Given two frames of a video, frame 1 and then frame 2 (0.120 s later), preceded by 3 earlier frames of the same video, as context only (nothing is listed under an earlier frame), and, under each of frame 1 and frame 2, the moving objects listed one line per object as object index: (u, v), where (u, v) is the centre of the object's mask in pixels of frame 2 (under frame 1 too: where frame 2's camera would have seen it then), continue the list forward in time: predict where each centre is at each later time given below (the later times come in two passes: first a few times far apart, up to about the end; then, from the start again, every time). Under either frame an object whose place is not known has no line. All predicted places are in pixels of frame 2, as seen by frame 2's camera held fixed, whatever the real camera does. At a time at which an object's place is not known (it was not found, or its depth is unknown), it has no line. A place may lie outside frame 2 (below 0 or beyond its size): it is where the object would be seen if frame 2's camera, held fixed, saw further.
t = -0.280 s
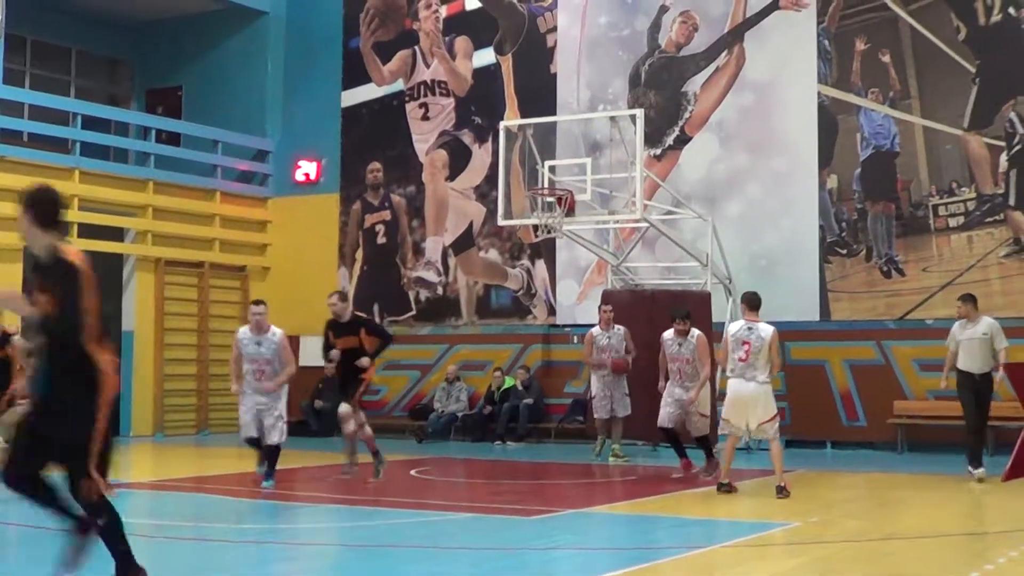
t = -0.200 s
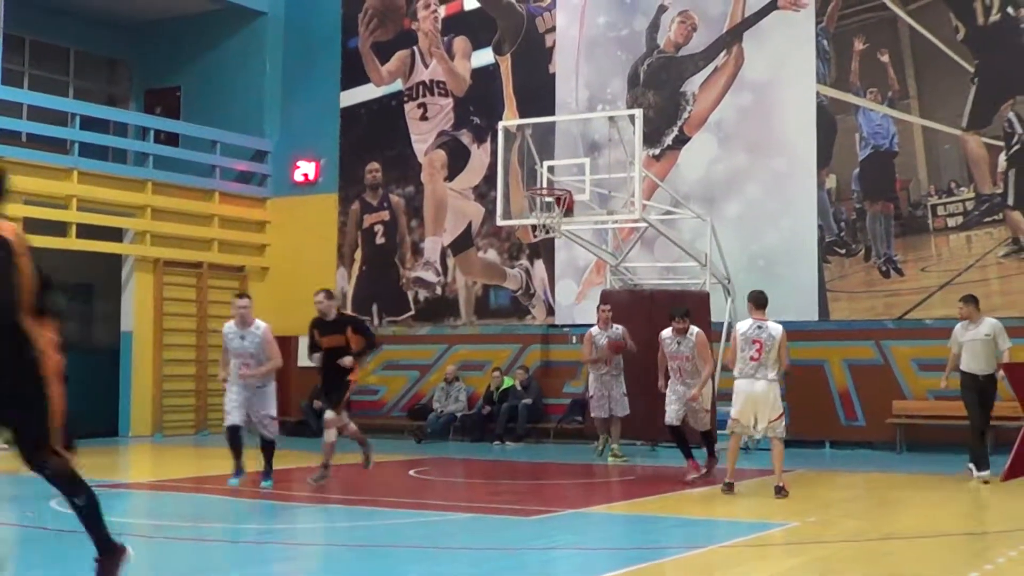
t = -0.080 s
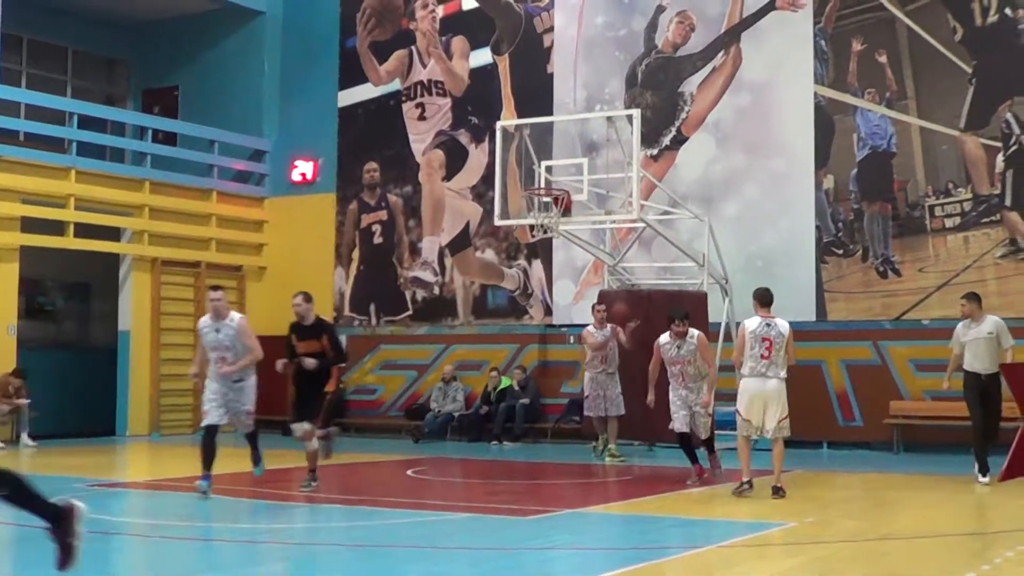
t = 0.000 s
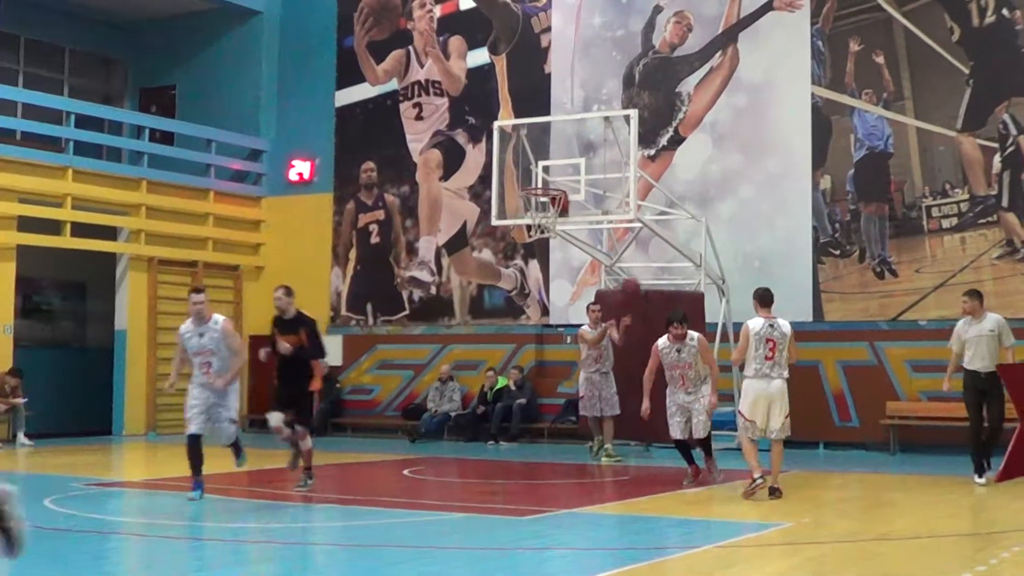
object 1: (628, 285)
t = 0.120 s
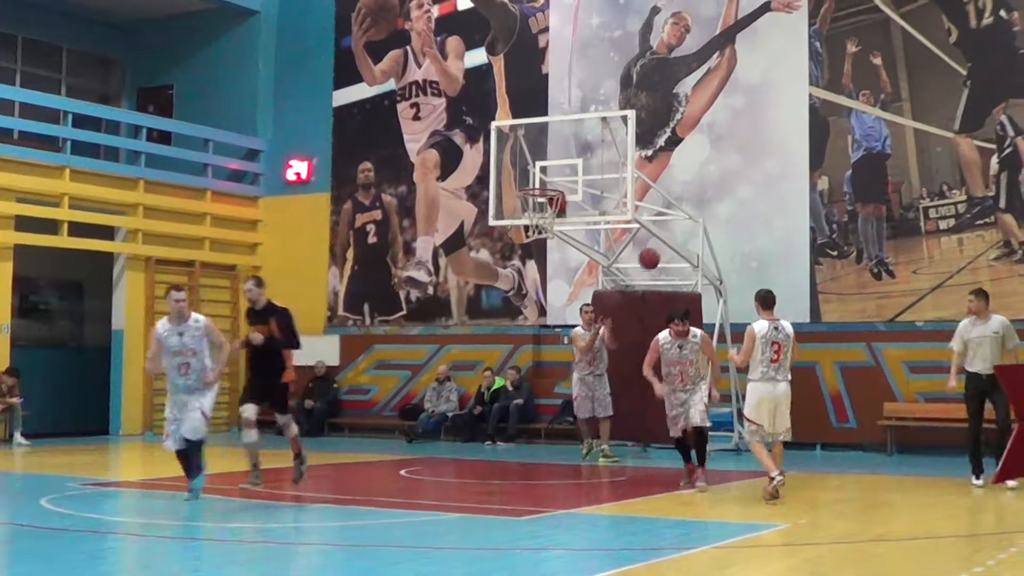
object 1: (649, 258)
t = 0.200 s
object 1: (664, 245)
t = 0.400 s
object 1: (704, 233)
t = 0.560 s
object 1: (740, 251)
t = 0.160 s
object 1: (656, 251)
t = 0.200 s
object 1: (664, 245)
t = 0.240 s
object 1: (671, 240)
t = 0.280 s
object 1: (679, 236)
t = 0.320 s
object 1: (687, 234)
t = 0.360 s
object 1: (696, 232)
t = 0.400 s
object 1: (704, 233)
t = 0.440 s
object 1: (713, 235)
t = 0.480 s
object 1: (722, 239)
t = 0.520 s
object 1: (731, 244)
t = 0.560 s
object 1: (740, 251)
